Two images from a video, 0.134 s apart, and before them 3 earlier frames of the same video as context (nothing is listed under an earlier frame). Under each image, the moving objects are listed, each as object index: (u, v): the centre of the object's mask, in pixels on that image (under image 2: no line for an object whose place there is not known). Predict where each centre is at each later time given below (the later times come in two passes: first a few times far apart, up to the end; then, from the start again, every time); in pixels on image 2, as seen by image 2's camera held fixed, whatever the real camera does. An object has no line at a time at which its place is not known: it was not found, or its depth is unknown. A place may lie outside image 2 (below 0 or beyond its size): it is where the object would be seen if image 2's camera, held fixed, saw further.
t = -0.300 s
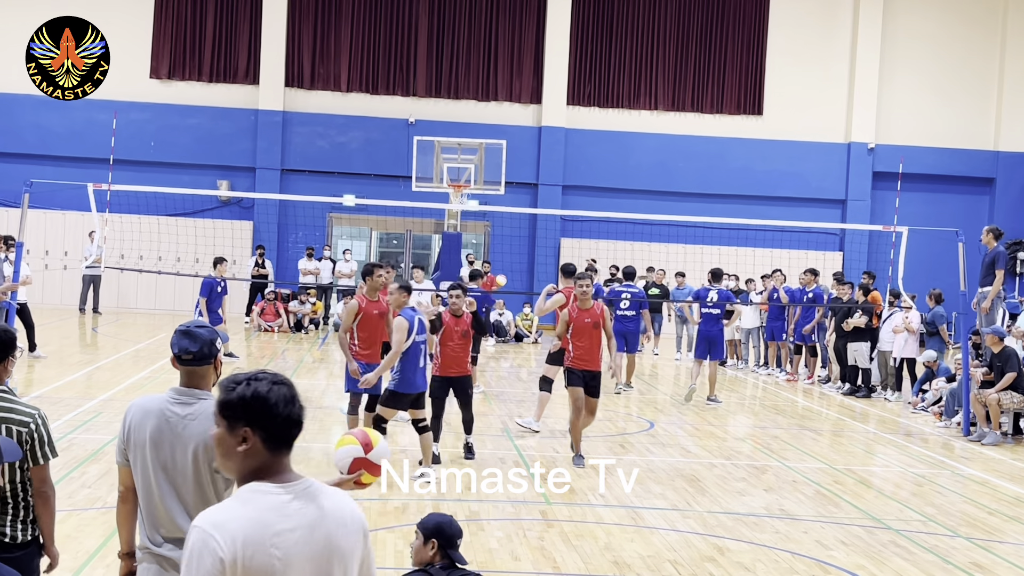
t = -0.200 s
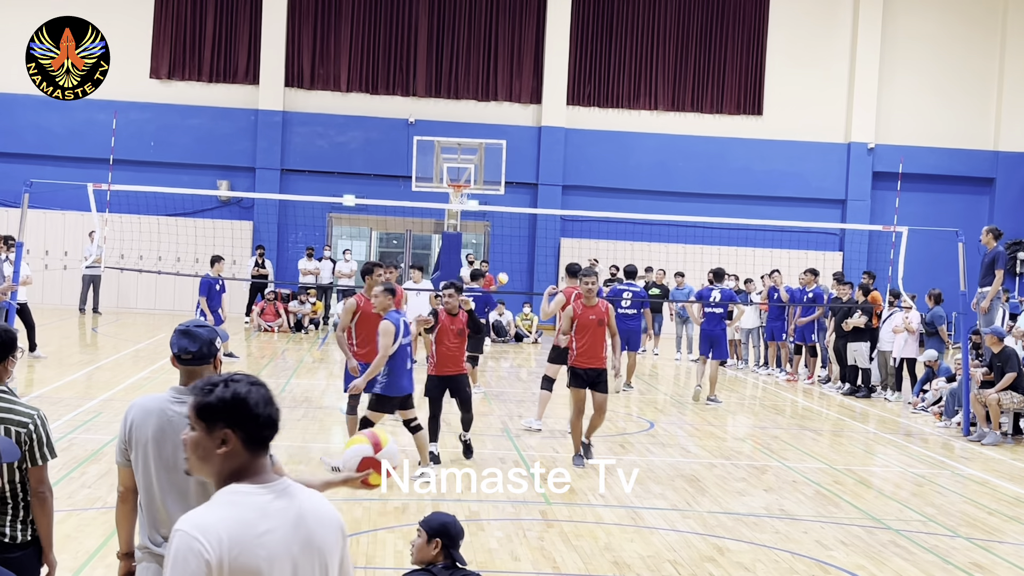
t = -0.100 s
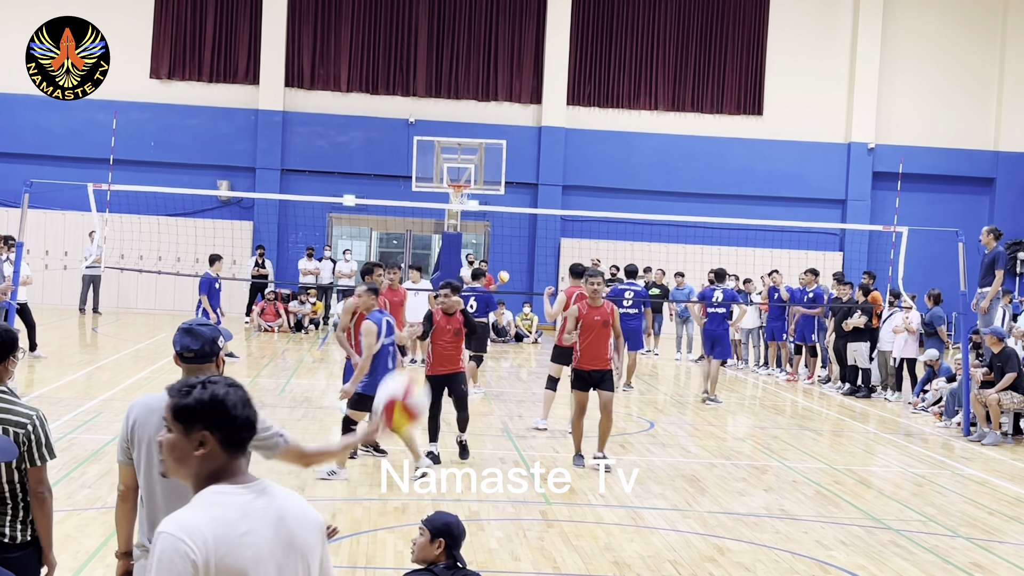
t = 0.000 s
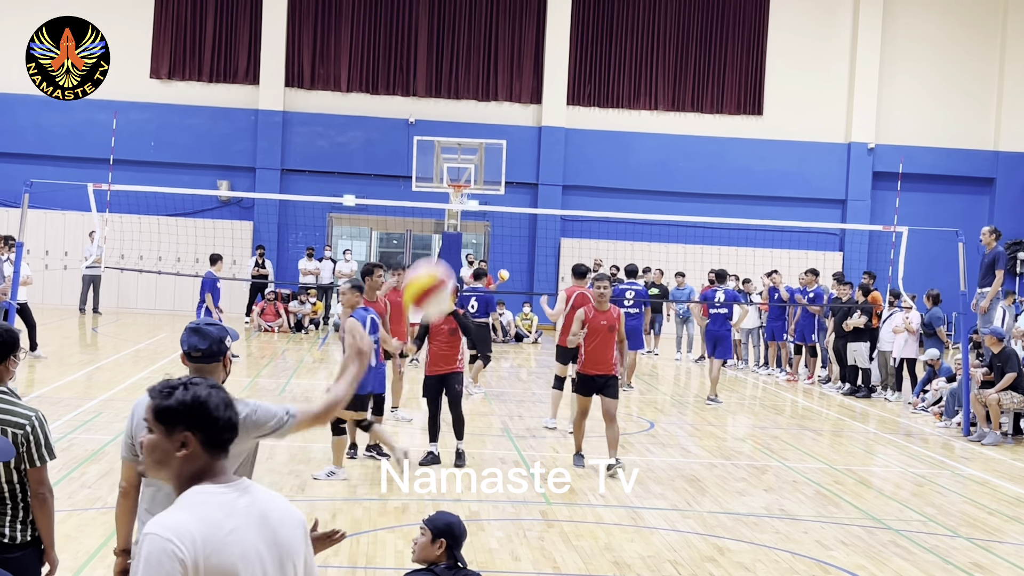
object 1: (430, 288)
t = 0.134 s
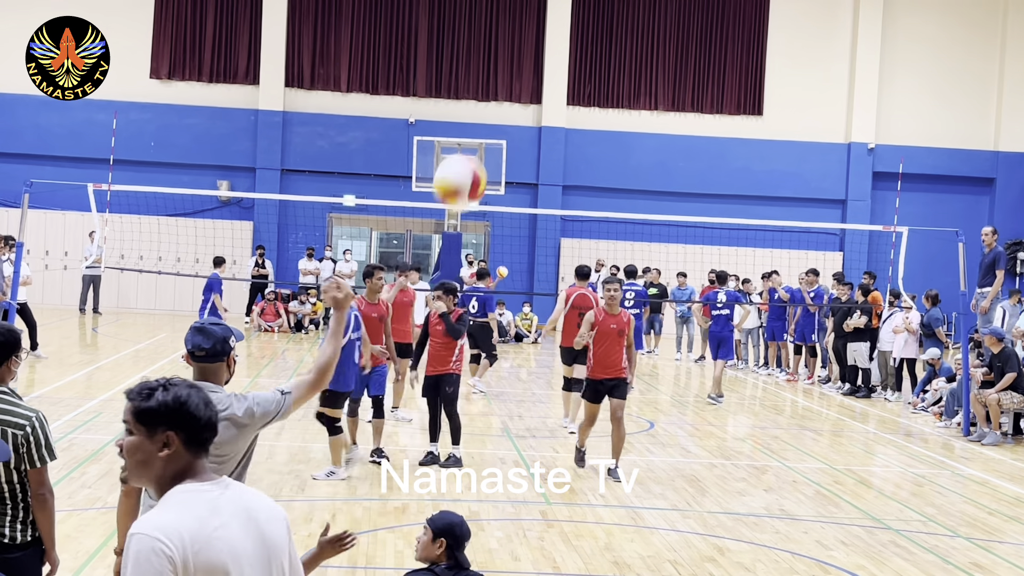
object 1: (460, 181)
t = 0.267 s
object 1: (487, 123)
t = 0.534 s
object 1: (530, 133)
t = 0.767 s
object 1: (557, 263)
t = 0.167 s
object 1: (467, 163)
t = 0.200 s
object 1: (474, 147)
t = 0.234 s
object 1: (481, 134)
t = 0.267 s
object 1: (487, 123)
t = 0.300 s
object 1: (493, 115)
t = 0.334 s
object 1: (499, 110)
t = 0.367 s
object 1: (505, 107)
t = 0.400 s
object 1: (510, 107)
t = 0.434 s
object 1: (516, 110)
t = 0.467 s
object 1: (521, 115)
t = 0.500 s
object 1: (525, 123)
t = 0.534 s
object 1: (530, 133)
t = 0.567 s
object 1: (535, 145)
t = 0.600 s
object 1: (539, 159)
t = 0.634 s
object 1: (543, 176)
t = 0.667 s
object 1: (547, 194)
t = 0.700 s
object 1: (551, 216)
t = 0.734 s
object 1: (553, 237)
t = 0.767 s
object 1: (557, 263)
